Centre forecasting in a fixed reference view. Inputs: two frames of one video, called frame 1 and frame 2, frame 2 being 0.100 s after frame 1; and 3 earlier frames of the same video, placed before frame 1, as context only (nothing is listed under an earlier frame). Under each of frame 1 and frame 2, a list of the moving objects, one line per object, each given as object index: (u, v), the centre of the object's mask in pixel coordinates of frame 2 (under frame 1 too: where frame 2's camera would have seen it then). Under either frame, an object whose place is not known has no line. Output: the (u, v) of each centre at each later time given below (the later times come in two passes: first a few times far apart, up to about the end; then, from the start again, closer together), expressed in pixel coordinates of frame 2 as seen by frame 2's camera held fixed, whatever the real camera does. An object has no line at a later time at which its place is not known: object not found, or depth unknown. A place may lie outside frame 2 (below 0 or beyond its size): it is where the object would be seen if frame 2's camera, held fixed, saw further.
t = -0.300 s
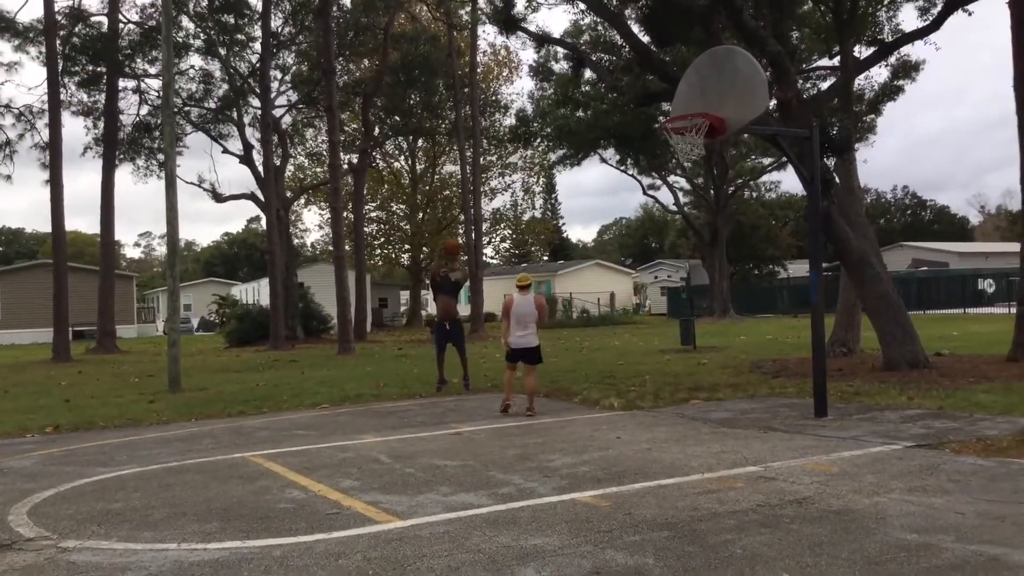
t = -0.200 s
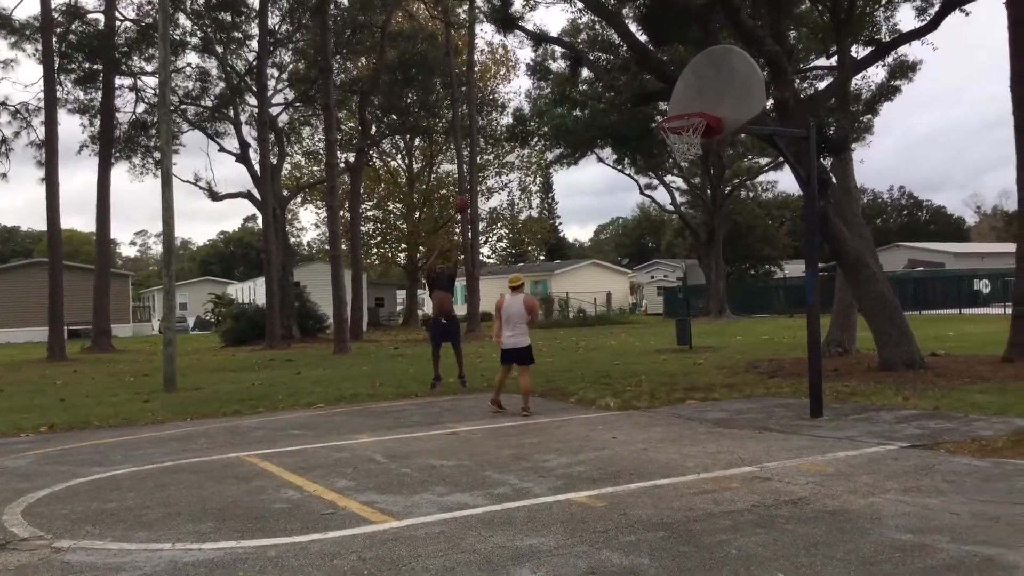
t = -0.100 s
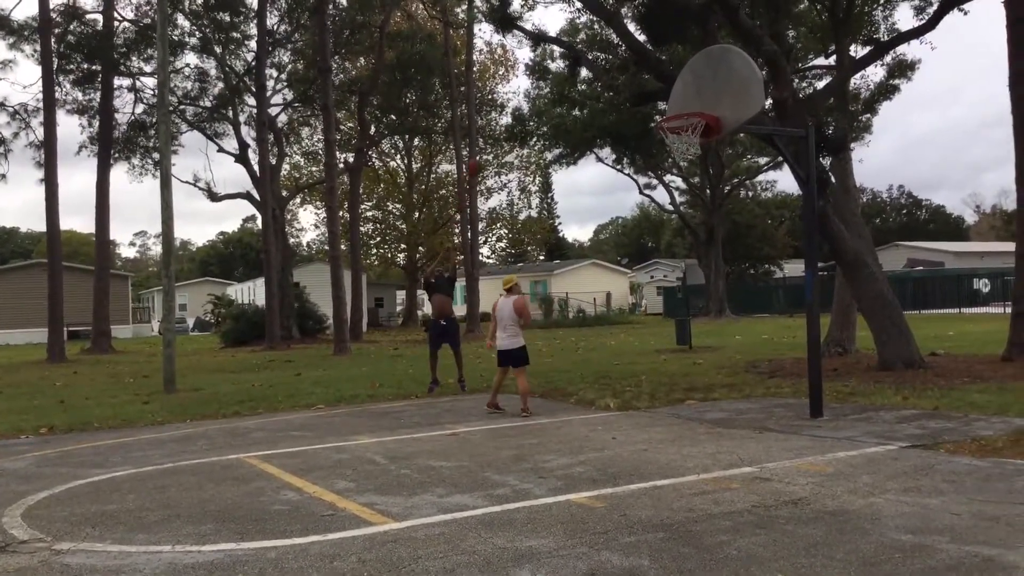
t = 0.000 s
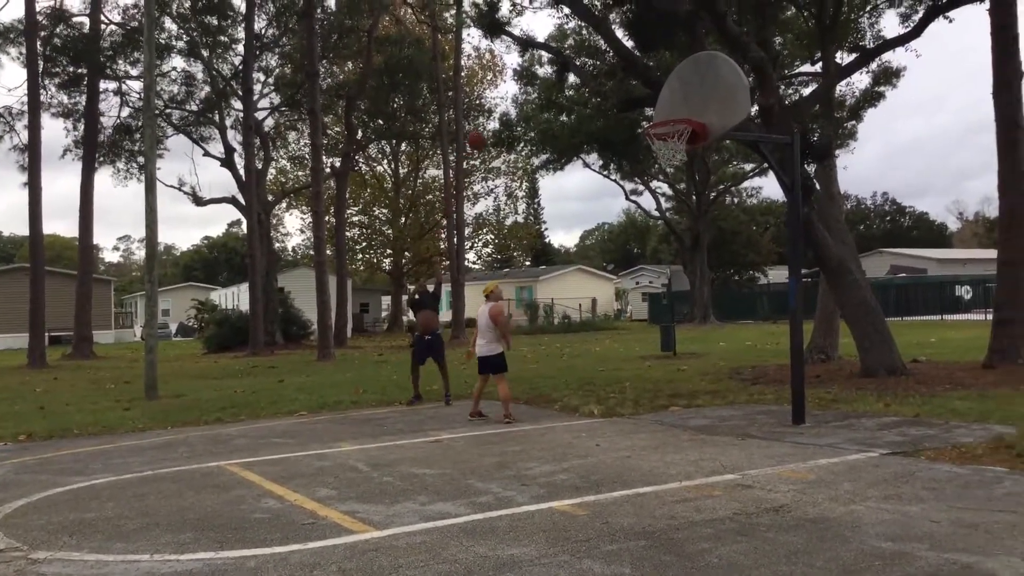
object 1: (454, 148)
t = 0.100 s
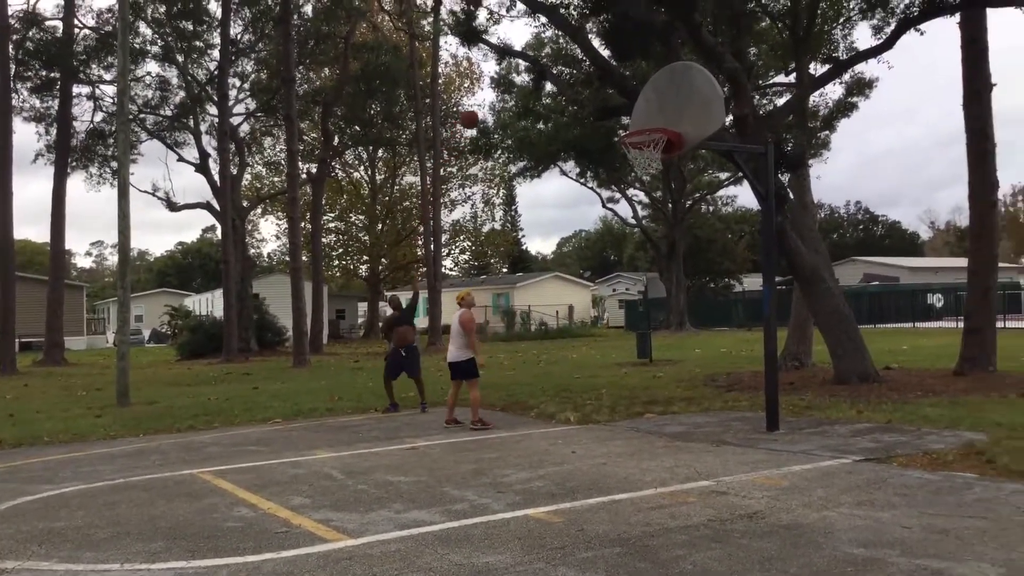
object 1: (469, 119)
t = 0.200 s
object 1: (487, 99)
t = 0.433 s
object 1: (532, 79)
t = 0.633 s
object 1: (578, 92)
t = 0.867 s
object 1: (629, 101)
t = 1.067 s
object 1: (654, 69)
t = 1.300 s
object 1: (692, 85)
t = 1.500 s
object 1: (725, 147)
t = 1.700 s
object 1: (762, 260)
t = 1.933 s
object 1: (814, 449)
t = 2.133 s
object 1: (849, 326)
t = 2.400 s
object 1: (908, 228)
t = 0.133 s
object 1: (475, 112)
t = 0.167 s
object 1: (481, 106)
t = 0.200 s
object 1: (487, 99)
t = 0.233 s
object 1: (493, 95)
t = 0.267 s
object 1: (498, 88)
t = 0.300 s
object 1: (504, 86)
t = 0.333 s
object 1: (507, 85)
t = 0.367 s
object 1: (514, 83)
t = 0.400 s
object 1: (526, 81)
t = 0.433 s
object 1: (532, 79)
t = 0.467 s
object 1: (539, 78)
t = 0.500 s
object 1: (548, 80)
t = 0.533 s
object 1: (555, 81)
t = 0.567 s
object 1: (562, 83)
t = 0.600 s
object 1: (571, 89)
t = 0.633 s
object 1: (578, 92)
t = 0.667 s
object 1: (588, 104)
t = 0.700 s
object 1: (599, 110)
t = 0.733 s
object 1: (608, 117)
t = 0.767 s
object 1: (616, 129)
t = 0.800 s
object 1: (621, 118)
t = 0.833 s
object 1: (624, 110)
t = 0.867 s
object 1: (629, 101)
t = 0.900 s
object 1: (632, 93)
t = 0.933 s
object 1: (636, 89)
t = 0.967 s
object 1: (642, 81)
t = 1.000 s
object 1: (646, 75)
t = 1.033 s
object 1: (648, 74)
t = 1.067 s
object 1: (654, 69)
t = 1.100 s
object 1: (659, 68)
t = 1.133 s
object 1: (664, 69)
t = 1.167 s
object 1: (669, 69)
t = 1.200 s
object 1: (674, 71)
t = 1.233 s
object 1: (680, 74)
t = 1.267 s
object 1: (686, 79)
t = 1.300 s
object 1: (692, 85)
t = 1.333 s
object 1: (697, 92)
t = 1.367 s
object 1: (703, 103)
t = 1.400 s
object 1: (708, 112)
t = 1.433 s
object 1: (713, 120)
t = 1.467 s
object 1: (719, 135)
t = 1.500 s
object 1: (725, 147)
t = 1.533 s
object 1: (732, 161)
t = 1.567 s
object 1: (737, 179)
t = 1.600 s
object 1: (743, 197)
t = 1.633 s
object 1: (750, 215)
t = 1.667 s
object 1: (756, 238)
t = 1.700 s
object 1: (762, 260)
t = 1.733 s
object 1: (769, 283)
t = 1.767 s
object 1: (776, 309)
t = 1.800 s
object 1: (783, 338)
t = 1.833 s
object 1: (789, 366)
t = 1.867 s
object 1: (796, 397)
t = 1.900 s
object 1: (805, 430)
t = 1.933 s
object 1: (814, 449)
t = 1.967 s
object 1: (818, 426)
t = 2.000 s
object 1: (825, 403)
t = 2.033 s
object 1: (830, 383)
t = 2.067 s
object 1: (836, 365)
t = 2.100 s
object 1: (843, 343)
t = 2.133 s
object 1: (849, 326)
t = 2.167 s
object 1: (857, 309)
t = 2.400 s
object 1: (908, 228)
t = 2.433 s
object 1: (916, 221)
